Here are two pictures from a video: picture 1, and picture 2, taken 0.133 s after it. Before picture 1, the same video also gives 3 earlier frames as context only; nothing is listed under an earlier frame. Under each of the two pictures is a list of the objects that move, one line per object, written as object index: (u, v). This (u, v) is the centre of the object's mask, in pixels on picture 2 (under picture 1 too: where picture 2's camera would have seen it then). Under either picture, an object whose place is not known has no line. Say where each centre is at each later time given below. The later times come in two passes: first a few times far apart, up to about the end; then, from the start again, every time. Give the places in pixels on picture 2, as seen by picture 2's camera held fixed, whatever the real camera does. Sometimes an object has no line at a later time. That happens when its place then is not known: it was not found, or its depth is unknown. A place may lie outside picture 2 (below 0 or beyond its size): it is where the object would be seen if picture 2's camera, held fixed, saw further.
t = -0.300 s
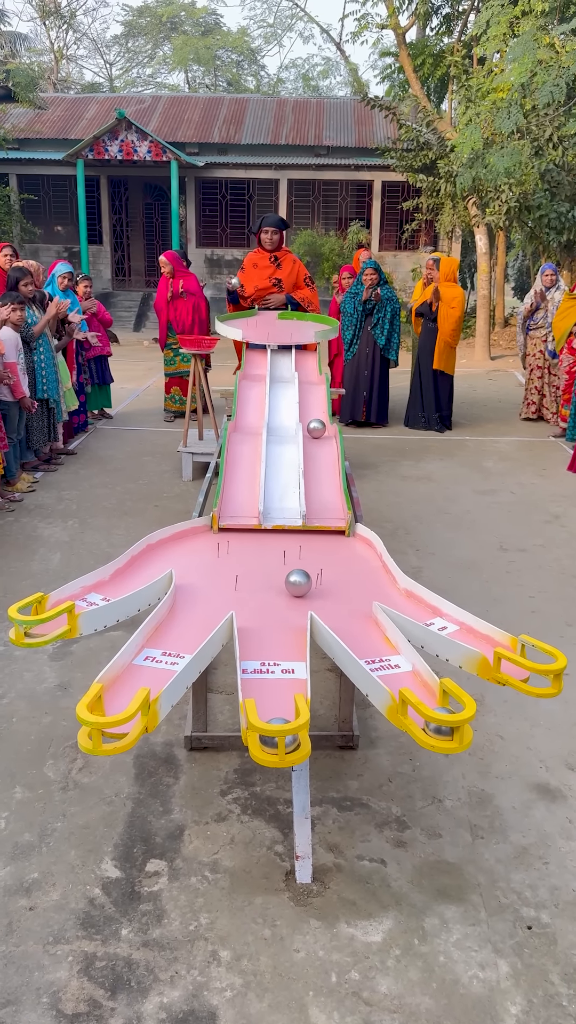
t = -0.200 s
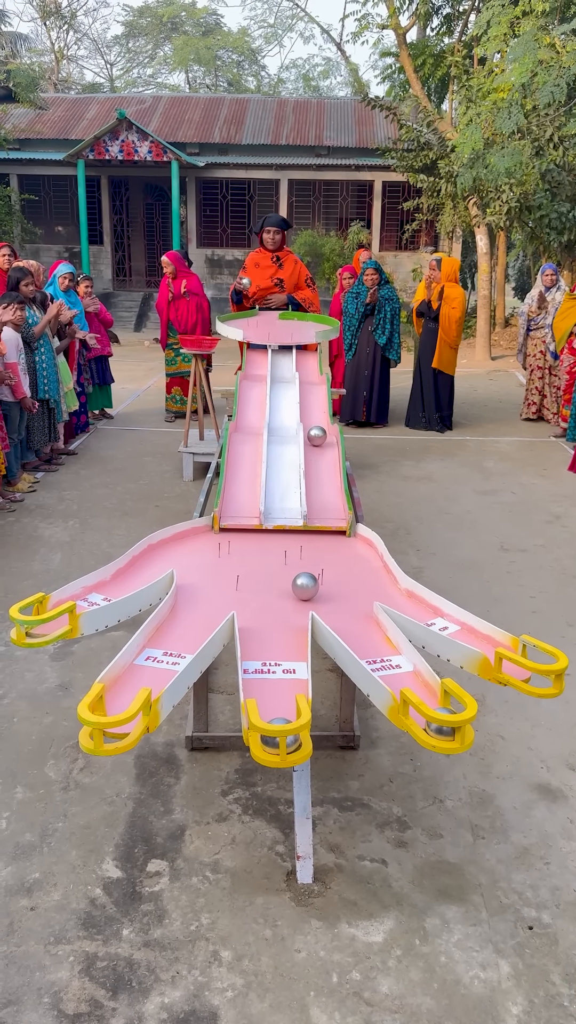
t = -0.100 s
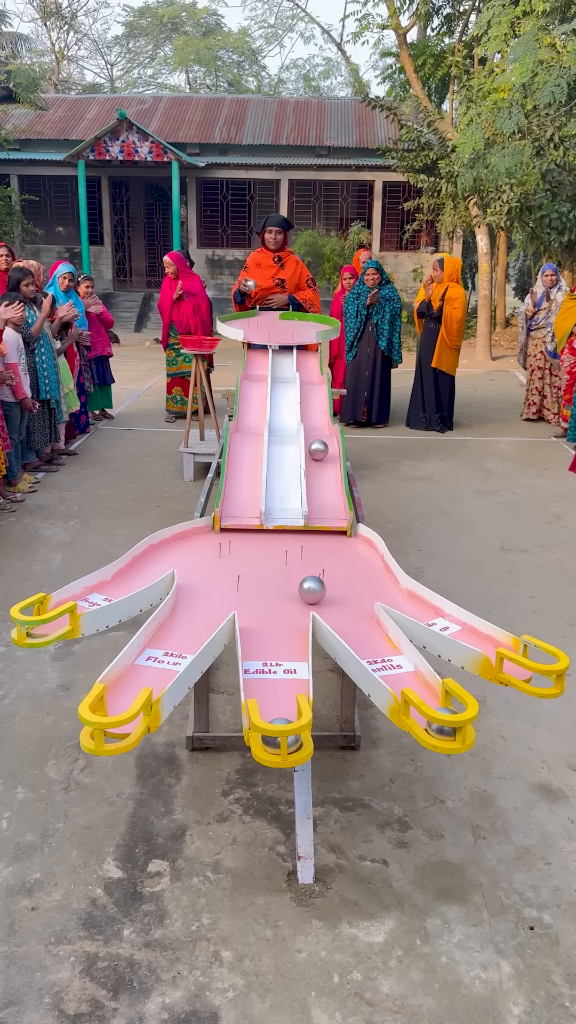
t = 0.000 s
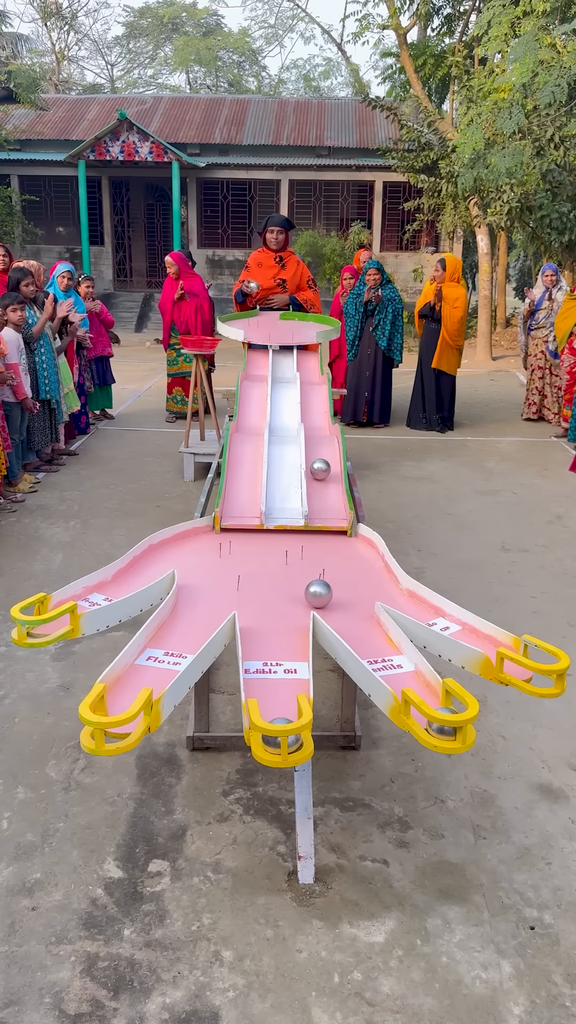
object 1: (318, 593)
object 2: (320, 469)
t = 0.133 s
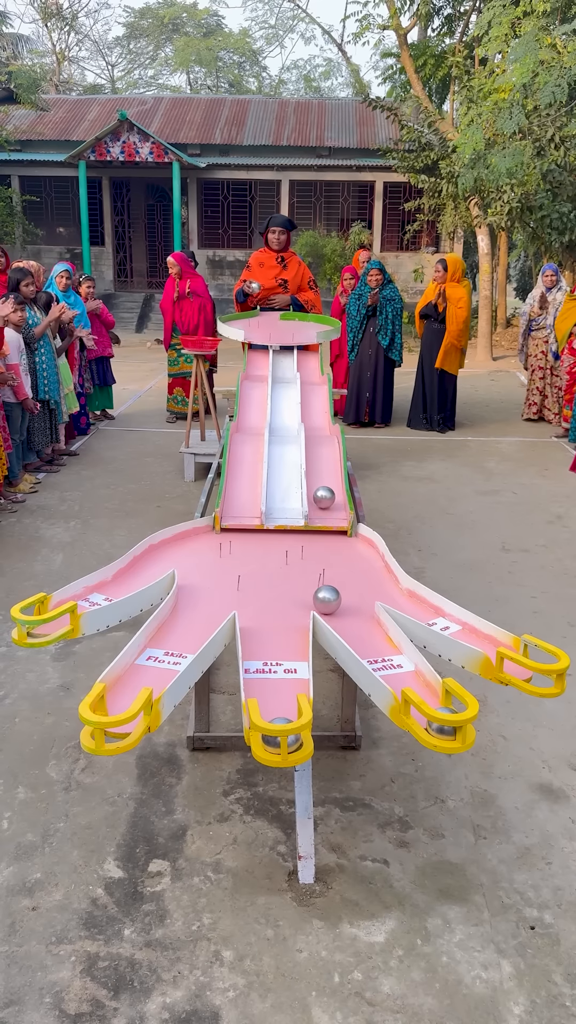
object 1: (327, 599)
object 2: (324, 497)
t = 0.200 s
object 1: (331, 602)
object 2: (326, 510)
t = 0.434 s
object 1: (348, 616)
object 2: (333, 566)
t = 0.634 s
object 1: (363, 629)
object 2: (403, 593)
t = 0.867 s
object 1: (383, 648)
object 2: (480, 634)
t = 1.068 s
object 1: (403, 668)
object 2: (525, 668)
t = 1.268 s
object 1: (427, 687)
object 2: (540, 674)
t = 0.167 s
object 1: (329, 601)
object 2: (325, 504)
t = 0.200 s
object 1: (331, 602)
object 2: (326, 510)
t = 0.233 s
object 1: (333, 604)
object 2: (327, 516)
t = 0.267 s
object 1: (336, 606)
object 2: (328, 524)
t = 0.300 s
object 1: (338, 608)
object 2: (328, 535)
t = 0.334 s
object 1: (340, 610)
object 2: (329, 544)
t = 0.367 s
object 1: (343, 612)
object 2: (331, 549)
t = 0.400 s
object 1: (345, 614)
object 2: (332, 558)
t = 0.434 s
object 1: (348, 616)
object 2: (333, 566)
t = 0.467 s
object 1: (350, 618)
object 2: (342, 571)
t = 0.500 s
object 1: (352, 620)
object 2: (356, 575)
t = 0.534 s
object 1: (355, 622)
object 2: (369, 579)
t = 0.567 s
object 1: (357, 625)
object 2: (380, 583)
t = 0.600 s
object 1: (360, 627)
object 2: (392, 588)
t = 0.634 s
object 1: (363, 629)
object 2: (403, 593)
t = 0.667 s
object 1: (366, 632)
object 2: (414, 598)
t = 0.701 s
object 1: (368, 634)
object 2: (426, 604)
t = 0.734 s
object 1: (371, 637)
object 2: (438, 610)
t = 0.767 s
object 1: (374, 640)
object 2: (448, 616)
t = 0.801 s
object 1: (377, 642)
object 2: (458, 622)
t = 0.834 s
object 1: (380, 645)
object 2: (469, 628)
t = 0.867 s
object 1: (383, 648)
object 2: (480, 634)
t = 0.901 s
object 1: (386, 651)
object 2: (491, 640)
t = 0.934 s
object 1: (390, 654)
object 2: (502, 645)
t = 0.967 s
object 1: (393, 658)
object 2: (512, 652)
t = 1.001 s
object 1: (396, 661)
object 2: (517, 655)
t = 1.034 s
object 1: (400, 664)
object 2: (519, 665)
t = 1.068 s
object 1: (403, 668)
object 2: (525, 668)
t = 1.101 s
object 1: (407, 671)
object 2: (535, 672)
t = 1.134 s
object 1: (411, 674)
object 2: (539, 673)
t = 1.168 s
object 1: (414, 677)
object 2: (539, 673)
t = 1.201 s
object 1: (419, 680)
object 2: (540, 674)
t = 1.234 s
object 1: (423, 684)
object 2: (540, 674)
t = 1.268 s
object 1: (427, 687)
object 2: (540, 674)
